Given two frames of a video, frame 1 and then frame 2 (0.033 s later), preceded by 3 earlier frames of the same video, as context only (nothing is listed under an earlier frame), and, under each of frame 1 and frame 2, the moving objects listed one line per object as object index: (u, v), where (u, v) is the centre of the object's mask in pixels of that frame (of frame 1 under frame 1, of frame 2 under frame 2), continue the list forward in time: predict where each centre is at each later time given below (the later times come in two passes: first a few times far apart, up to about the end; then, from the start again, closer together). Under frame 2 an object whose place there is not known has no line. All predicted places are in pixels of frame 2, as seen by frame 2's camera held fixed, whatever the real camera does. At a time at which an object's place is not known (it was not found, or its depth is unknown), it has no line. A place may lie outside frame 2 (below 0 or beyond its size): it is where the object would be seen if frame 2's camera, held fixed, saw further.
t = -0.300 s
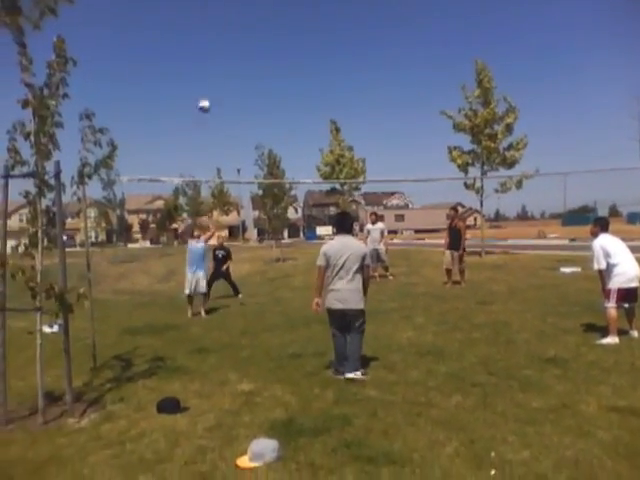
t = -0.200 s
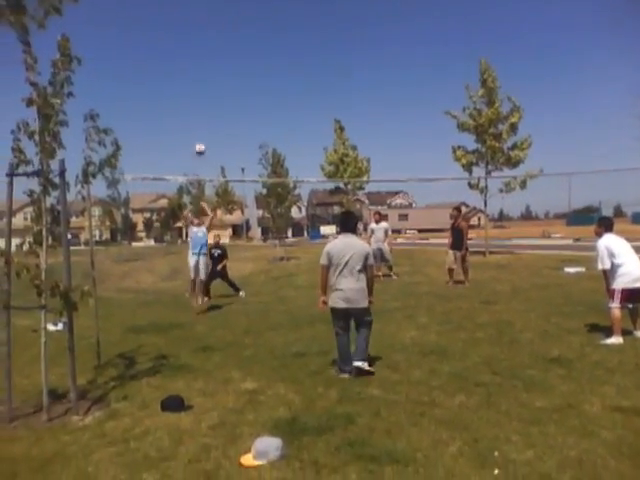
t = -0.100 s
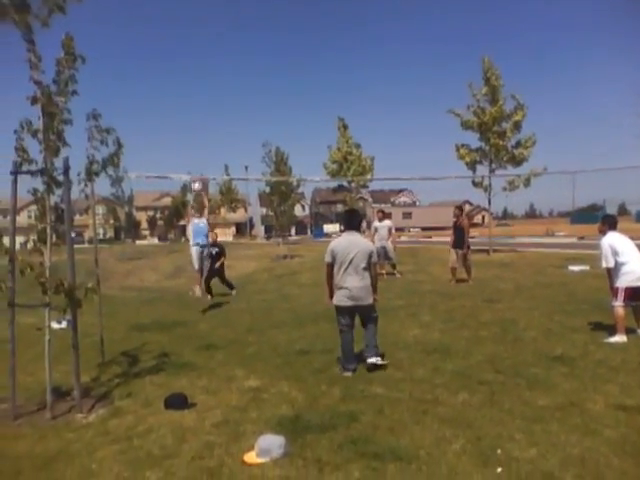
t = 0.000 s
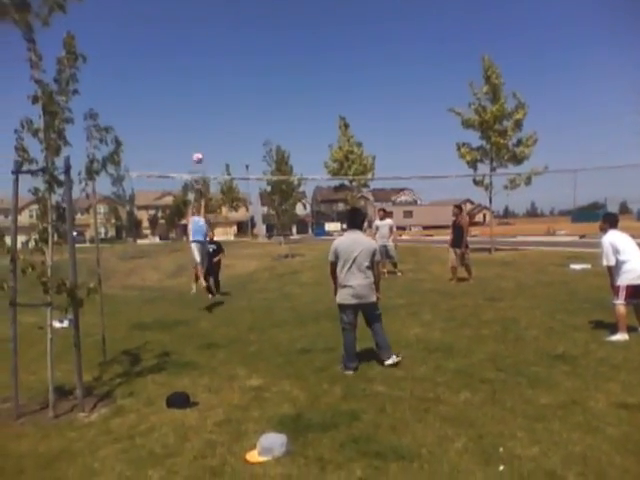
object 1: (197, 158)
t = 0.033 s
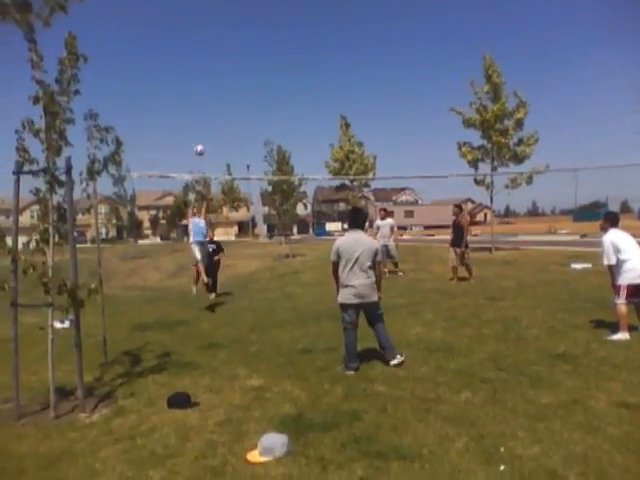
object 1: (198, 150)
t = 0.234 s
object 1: (200, 113)
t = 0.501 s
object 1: (201, 99)
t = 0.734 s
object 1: (204, 111)
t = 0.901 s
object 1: (206, 132)
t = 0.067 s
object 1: (198, 142)
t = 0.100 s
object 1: (199, 135)
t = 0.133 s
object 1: (199, 128)
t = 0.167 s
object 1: (199, 123)
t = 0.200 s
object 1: (199, 119)
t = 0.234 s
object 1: (200, 113)
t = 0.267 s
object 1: (200, 110)
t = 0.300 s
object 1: (200, 107)
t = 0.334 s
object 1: (200, 104)
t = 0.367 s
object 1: (201, 102)
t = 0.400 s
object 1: (201, 101)
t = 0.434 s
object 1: (201, 100)
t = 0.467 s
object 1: (201, 99)
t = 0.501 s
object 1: (201, 99)
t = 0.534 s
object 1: (202, 99)
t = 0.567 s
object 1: (202, 101)
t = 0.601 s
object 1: (203, 102)
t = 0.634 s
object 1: (203, 102)
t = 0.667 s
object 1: (203, 105)
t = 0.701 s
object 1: (203, 108)
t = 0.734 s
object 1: (204, 111)
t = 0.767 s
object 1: (204, 114)
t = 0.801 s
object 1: (205, 118)
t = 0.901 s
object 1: (206, 132)
